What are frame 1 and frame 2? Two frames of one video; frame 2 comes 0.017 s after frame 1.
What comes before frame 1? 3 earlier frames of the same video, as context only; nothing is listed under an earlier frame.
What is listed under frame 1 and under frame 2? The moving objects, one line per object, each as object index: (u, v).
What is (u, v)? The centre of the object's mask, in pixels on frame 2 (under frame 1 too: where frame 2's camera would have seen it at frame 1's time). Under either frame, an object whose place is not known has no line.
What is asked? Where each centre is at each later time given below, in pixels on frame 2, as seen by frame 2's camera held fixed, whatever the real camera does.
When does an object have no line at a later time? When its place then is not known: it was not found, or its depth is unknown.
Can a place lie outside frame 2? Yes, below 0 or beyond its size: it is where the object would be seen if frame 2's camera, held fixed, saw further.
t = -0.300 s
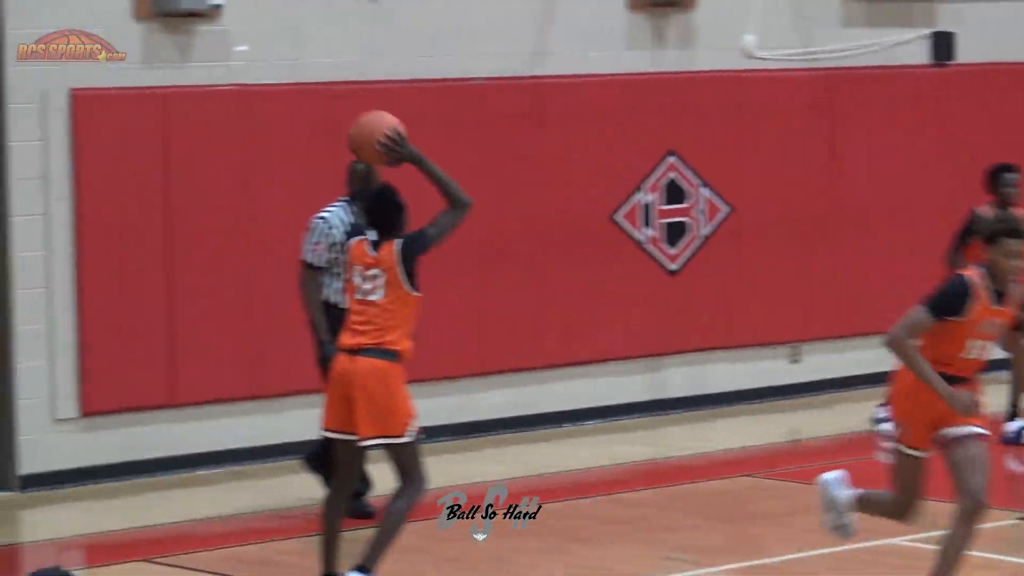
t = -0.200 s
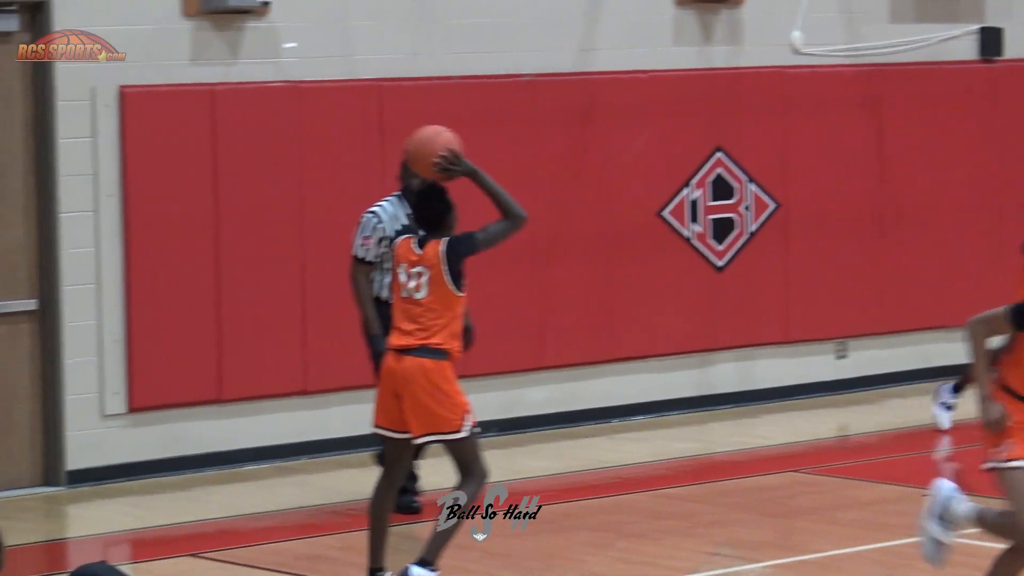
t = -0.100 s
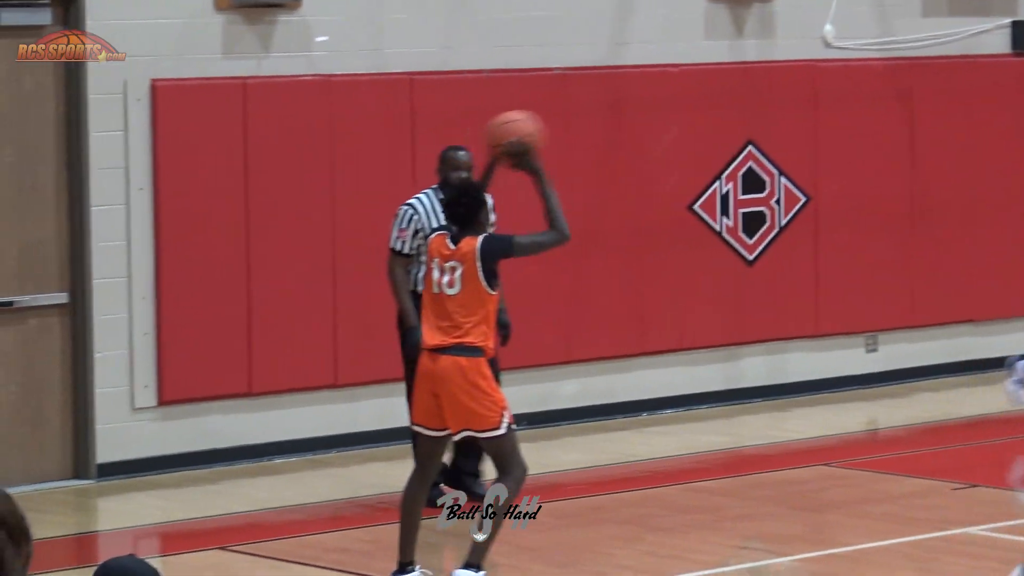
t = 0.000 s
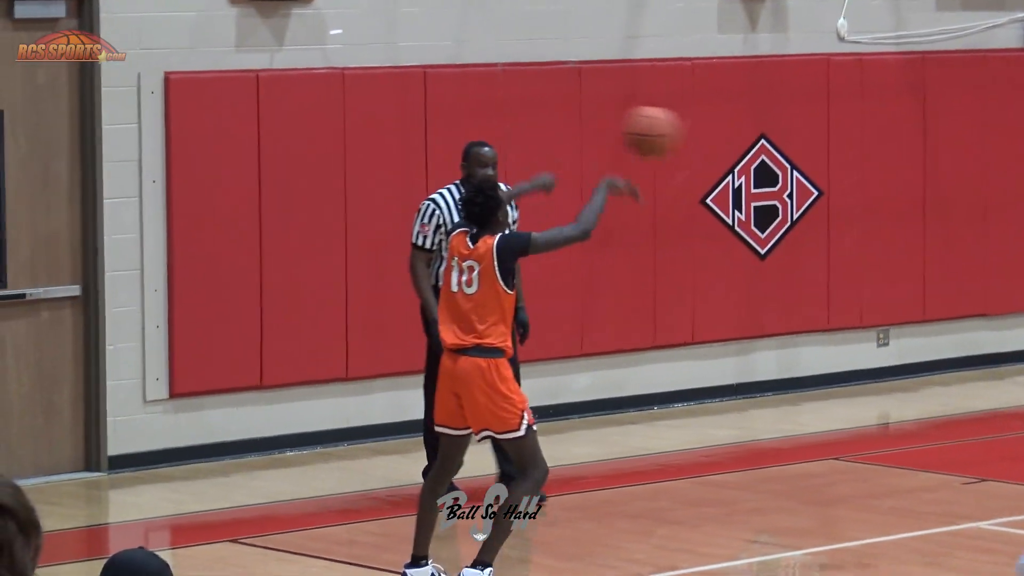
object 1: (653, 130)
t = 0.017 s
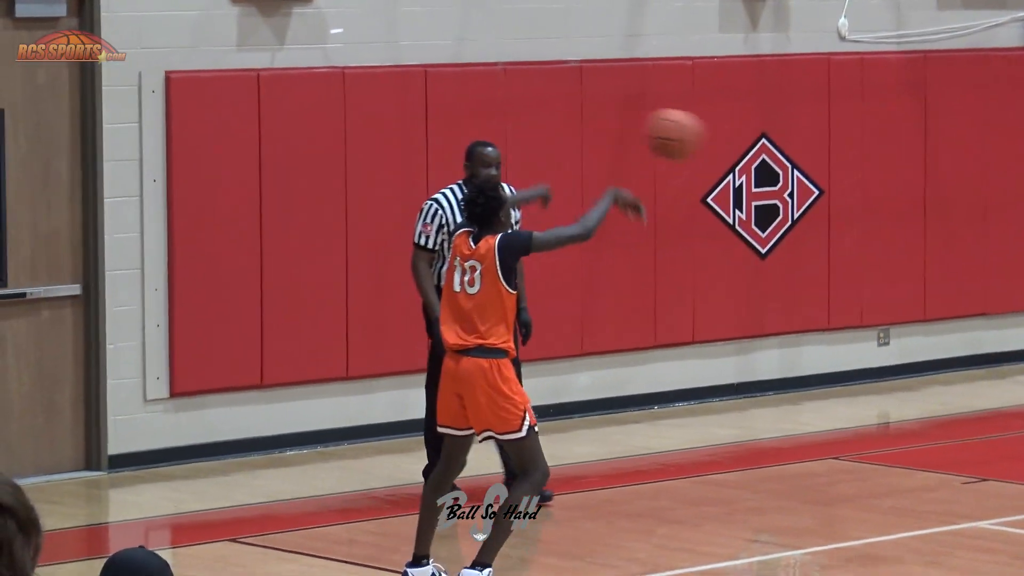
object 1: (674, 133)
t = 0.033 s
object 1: (695, 137)
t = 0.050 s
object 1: (716, 142)
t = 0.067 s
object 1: (736, 147)
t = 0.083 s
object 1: (758, 154)
